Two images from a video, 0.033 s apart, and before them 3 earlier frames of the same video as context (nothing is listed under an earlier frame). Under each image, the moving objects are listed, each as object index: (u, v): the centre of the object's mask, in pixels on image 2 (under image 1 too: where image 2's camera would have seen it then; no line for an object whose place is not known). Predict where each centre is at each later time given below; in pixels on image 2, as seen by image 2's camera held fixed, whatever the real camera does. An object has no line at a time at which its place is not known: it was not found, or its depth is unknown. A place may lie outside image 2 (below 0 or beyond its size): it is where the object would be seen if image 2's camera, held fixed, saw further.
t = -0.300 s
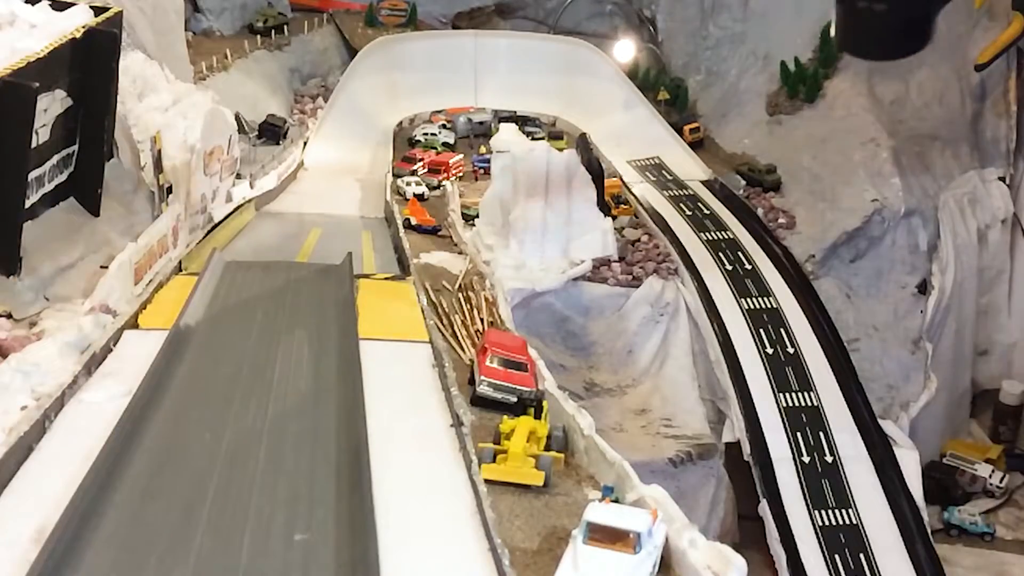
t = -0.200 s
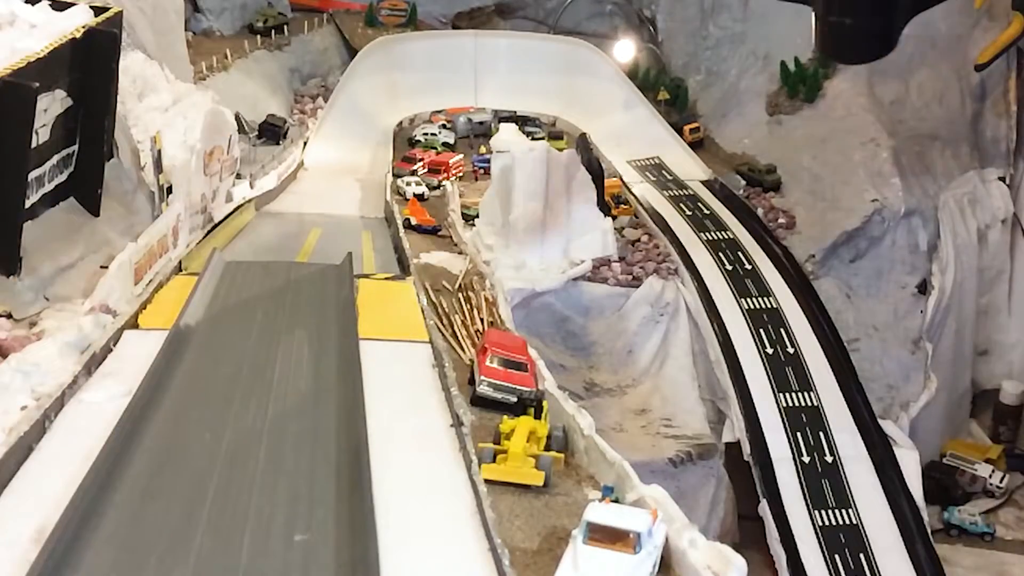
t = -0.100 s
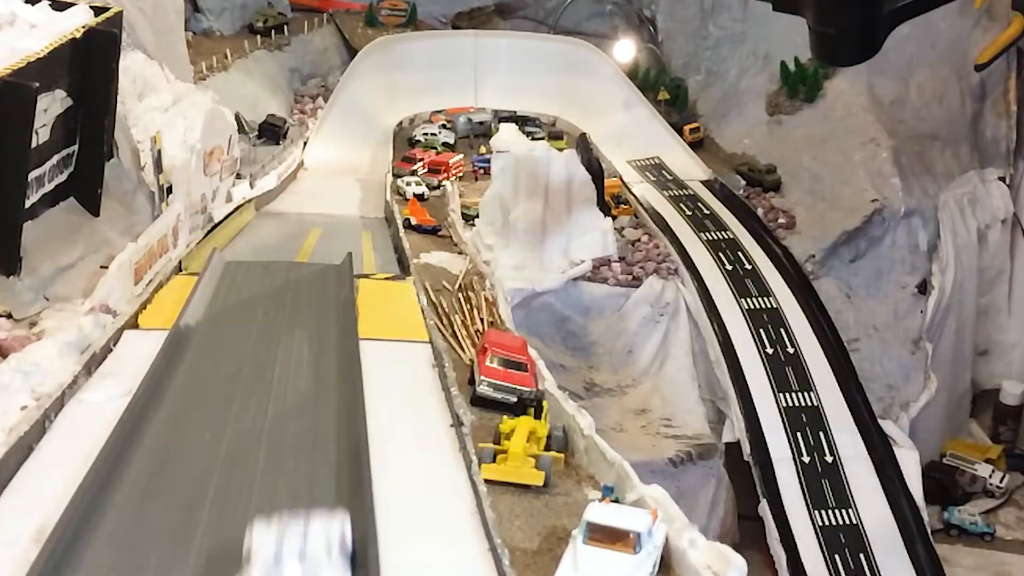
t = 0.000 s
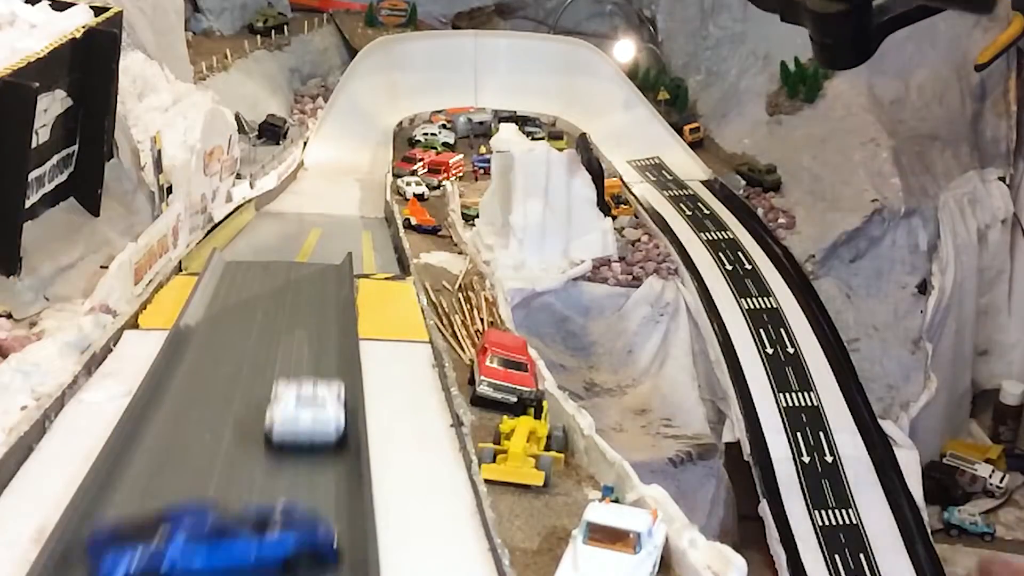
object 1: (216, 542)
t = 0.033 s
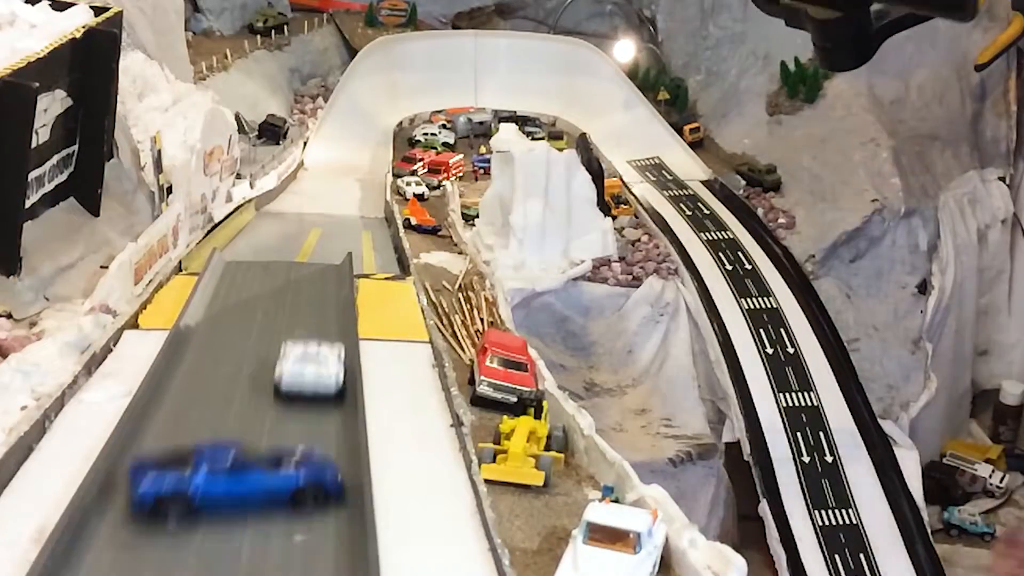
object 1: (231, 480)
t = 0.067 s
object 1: (244, 445)
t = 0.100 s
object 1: (256, 402)
